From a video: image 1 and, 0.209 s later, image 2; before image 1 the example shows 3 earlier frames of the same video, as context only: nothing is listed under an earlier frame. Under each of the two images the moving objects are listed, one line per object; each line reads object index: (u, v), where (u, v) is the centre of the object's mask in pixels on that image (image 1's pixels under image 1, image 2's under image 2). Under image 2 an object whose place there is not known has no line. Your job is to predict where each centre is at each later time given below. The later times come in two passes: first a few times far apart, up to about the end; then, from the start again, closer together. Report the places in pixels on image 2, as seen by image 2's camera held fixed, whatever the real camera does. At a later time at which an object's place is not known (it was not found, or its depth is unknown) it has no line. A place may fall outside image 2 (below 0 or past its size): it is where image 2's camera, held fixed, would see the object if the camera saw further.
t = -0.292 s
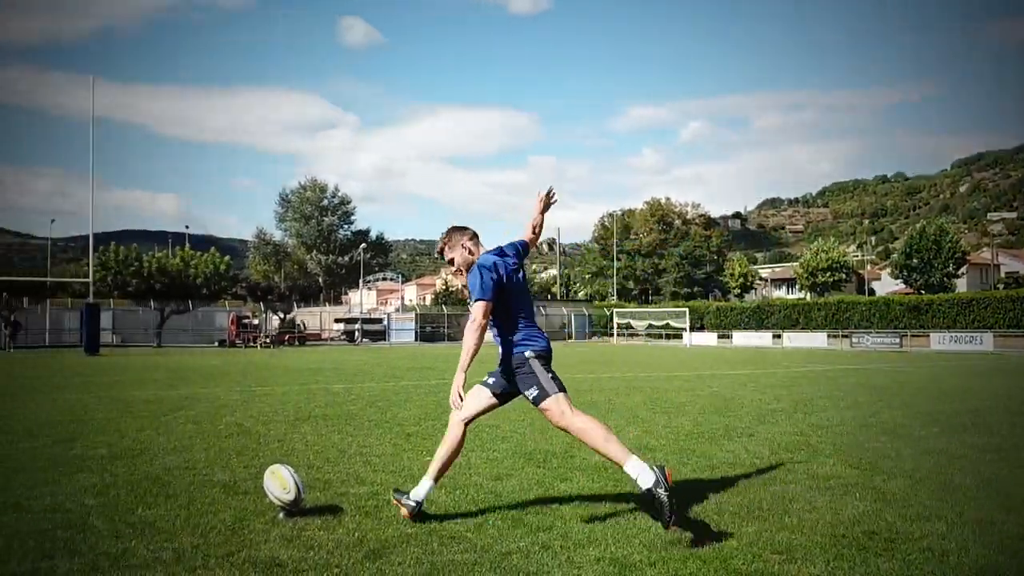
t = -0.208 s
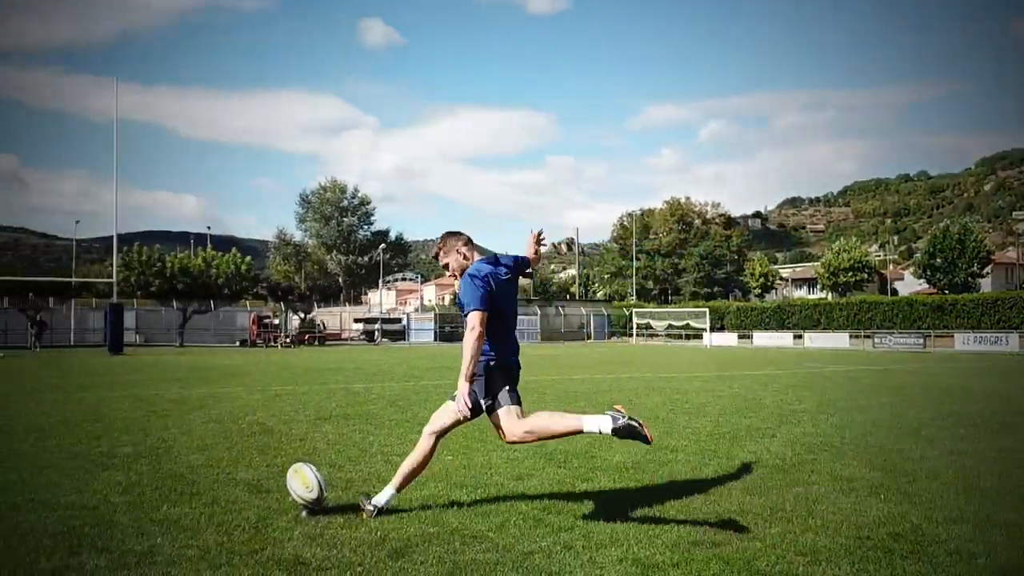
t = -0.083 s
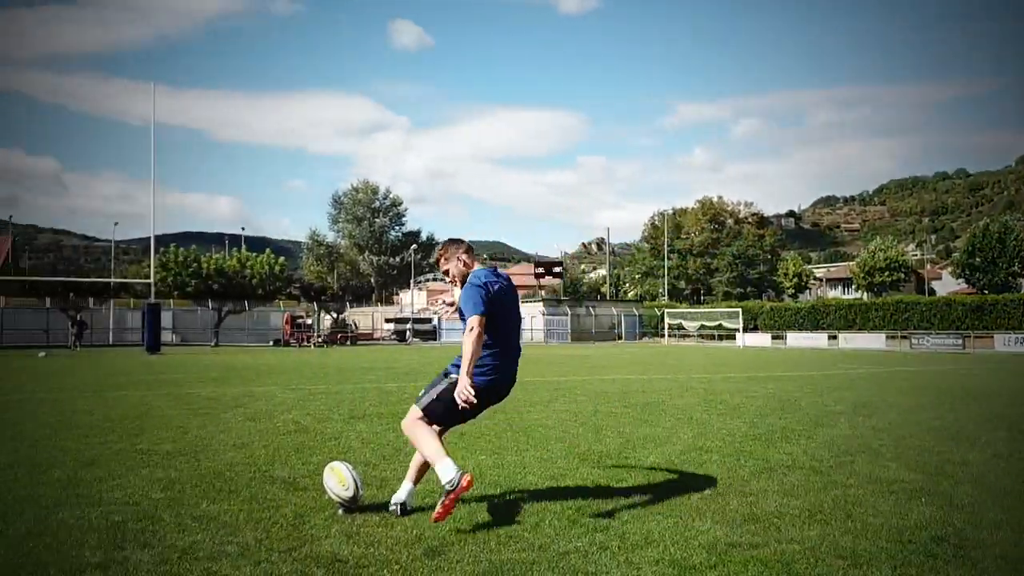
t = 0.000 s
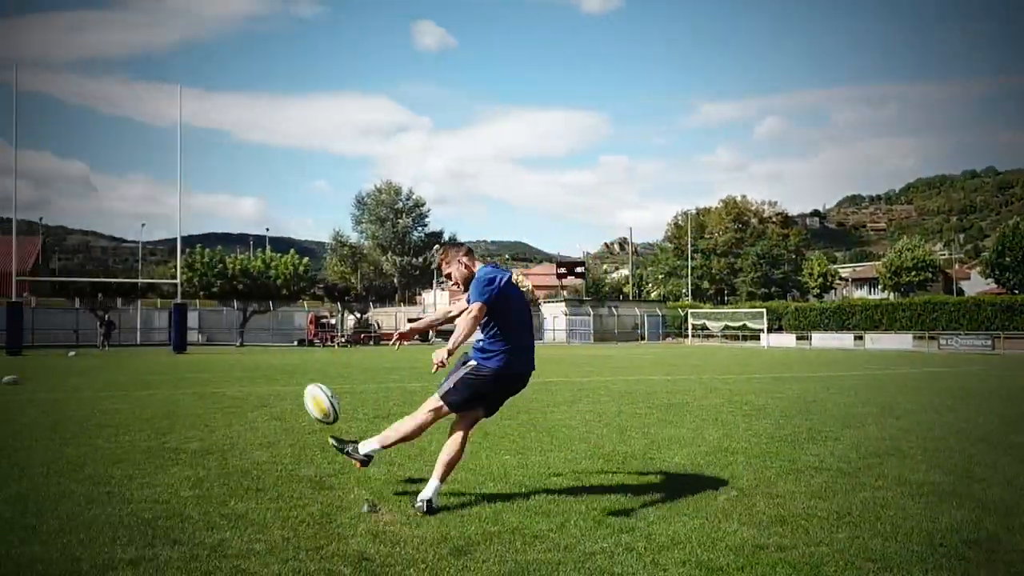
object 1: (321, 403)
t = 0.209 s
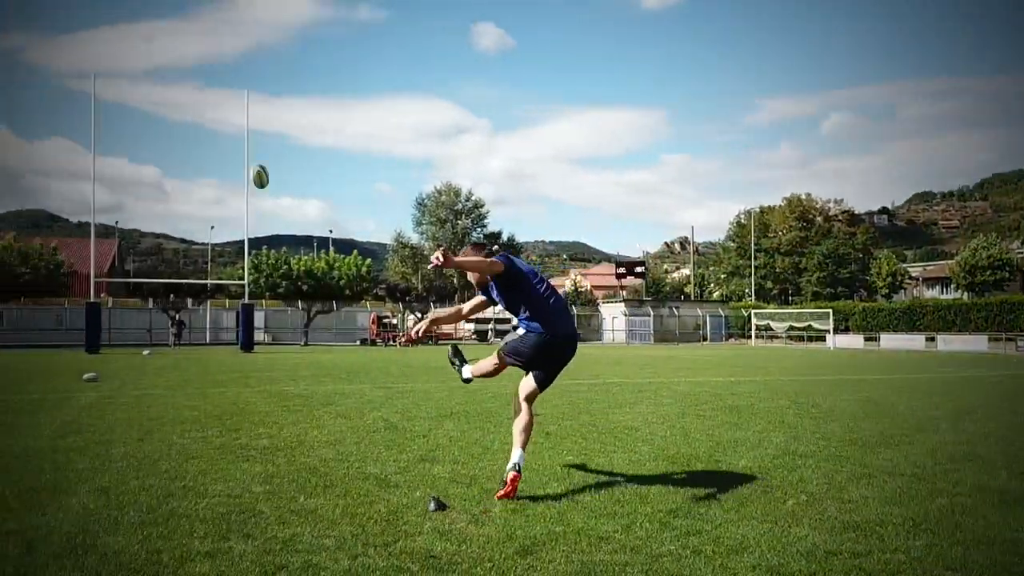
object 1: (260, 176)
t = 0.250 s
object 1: (246, 151)
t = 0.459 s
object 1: (198, 76)
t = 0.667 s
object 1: (172, 40)
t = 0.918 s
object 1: (153, 18)
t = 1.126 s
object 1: (145, 12)
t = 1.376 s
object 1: (141, 14)
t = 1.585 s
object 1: (139, 22)
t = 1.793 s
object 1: (138, 33)
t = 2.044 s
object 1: (138, 50)
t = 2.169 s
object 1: (138, 59)
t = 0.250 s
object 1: (246, 151)
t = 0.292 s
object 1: (235, 132)
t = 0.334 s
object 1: (226, 115)
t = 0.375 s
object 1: (215, 100)
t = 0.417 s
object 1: (206, 87)
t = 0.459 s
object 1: (198, 76)
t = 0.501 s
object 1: (192, 66)
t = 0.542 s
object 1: (186, 58)
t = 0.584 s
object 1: (181, 51)
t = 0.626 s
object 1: (176, 45)
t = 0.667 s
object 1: (172, 40)
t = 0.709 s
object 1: (167, 35)
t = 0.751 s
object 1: (164, 30)
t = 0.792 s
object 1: (161, 28)
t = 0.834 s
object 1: (158, 23)
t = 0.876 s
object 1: (155, 20)
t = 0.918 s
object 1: (153, 18)
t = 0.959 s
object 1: (150, 16)
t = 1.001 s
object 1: (148, 15)
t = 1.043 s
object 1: (147, 13)
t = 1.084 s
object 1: (146, 13)
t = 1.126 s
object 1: (145, 12)
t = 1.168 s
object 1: (144, 12)
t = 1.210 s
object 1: (143, 11)
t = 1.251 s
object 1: (142, 12)
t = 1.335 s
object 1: (142, 13)
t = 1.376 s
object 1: (141, 14)
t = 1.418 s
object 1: (141, 16)
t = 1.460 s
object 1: (140, 17)
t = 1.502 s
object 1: (140, 19)
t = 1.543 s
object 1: (140, 20)
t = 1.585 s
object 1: (139, 22)
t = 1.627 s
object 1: (139, 24)
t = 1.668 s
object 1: (139, 26)
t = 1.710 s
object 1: (139, 28)
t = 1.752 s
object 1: (138, 30)
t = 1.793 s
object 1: (138, 33)
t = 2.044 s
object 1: (138, 50)
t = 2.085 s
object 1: (138, 53)
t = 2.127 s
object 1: (138, 56)
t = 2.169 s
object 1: (138, 59)
